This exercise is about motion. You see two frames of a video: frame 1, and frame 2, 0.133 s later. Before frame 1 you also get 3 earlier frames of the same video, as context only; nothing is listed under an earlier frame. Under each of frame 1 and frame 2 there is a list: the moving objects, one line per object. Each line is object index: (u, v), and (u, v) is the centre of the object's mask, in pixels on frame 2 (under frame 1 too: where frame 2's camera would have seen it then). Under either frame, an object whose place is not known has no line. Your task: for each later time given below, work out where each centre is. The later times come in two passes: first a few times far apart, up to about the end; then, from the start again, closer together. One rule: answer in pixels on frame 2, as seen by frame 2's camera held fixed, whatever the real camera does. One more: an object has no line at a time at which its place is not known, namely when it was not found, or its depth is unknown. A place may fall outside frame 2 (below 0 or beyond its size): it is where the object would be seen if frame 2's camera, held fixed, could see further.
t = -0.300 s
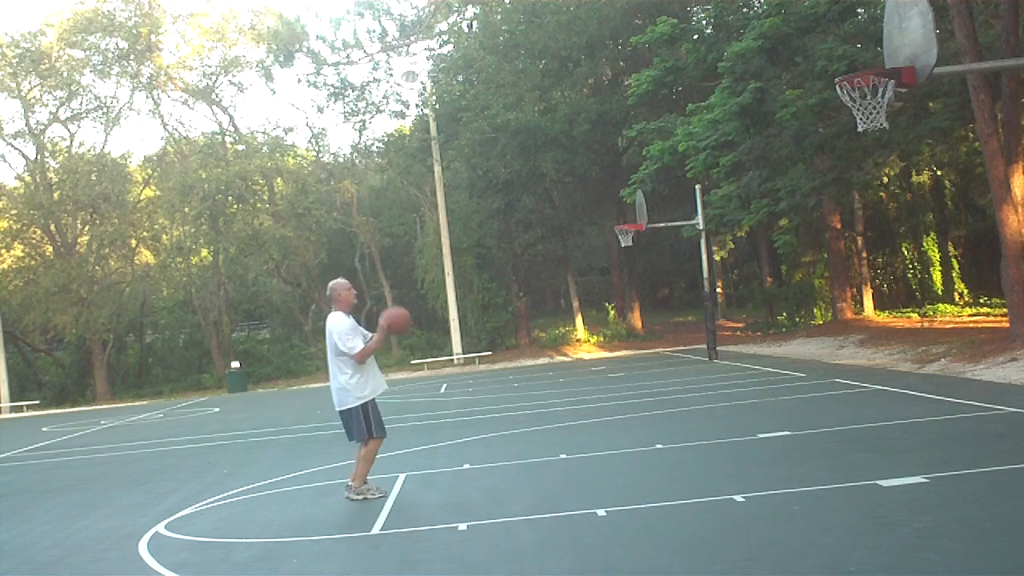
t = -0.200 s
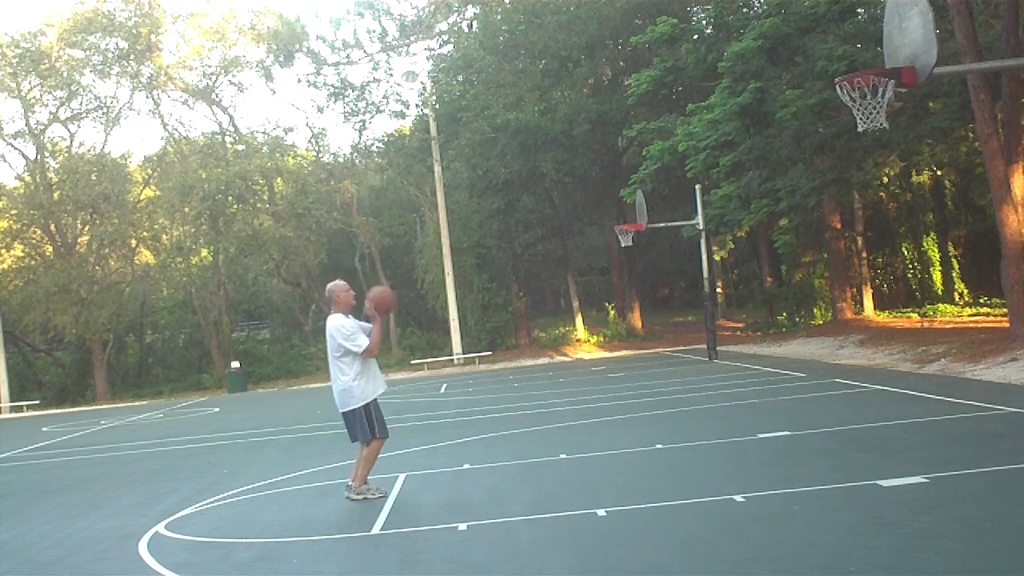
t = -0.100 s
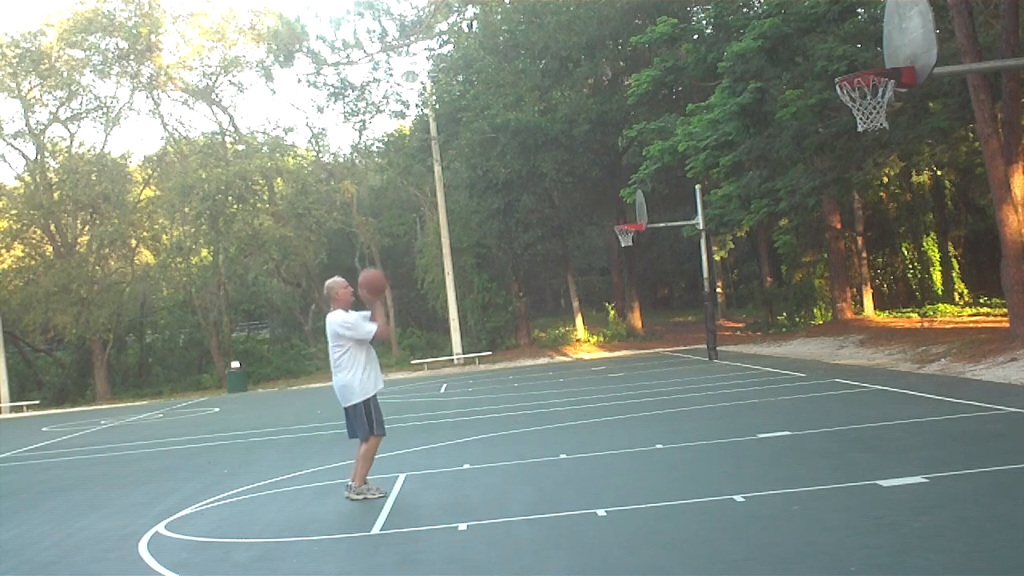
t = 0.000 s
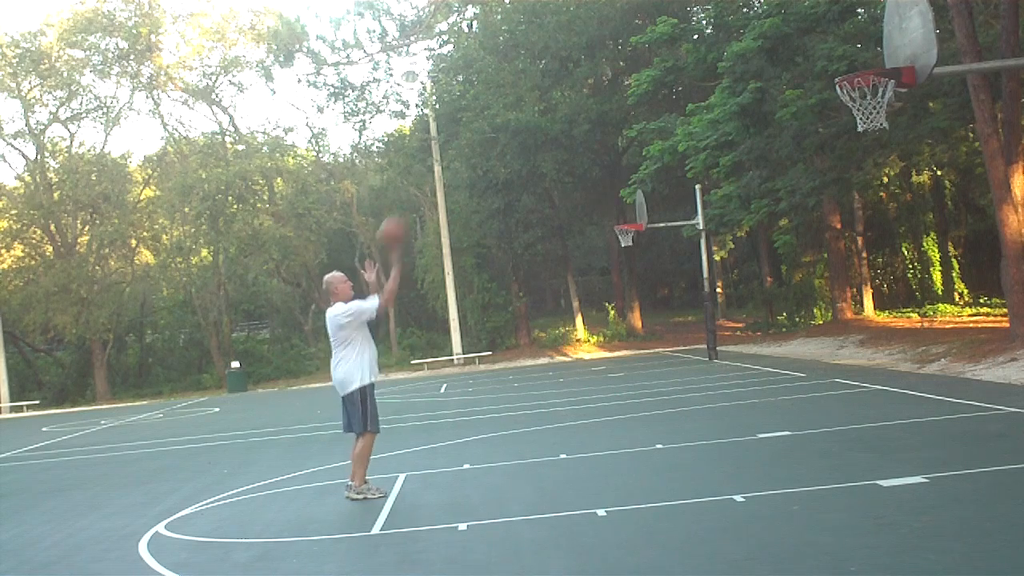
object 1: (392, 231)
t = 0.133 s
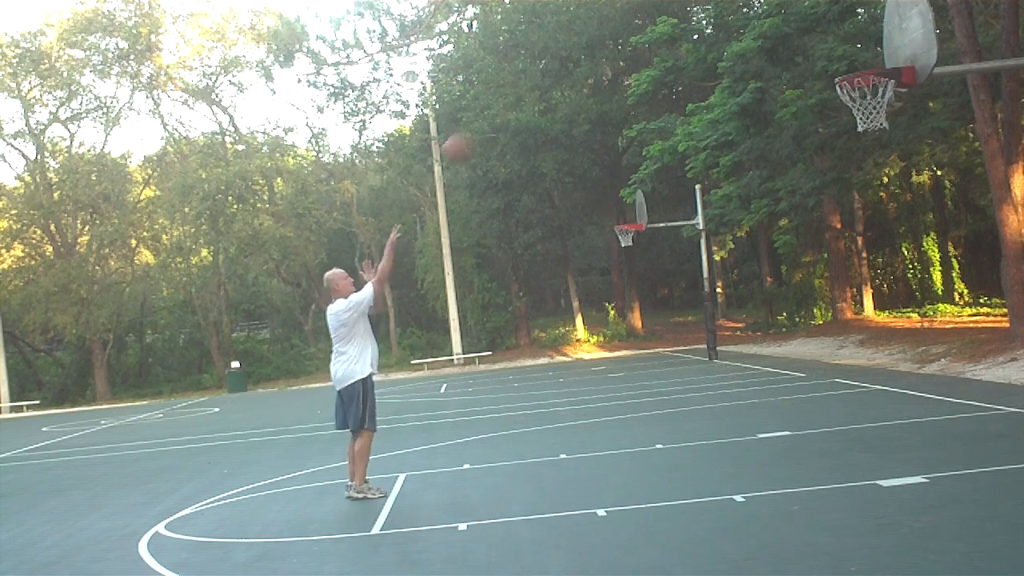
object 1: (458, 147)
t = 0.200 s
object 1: (490, 113)
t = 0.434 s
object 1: (605, 34)
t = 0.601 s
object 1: (690, 11)
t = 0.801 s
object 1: (799, 29)
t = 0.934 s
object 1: (871, 62)
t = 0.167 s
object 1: (473, 130)
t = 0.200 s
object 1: (490, 113)
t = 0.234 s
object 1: (506, 98)
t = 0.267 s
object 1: (522, 85)
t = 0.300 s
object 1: (540, 70)
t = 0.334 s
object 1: (556, 61)
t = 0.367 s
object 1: (572, 50)
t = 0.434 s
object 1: (605, 34)
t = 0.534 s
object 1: (656, 17)
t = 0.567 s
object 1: (674, 14)
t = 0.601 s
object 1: (690, 11)
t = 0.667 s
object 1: (728, 12)
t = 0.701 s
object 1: (743, 13)
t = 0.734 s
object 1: (763, 19)
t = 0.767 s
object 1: (780, 23)
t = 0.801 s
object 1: (799, 29)
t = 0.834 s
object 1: (816, 35)
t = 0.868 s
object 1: (834, 43)
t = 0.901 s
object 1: (854, 54)
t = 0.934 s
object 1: (871, 62)
